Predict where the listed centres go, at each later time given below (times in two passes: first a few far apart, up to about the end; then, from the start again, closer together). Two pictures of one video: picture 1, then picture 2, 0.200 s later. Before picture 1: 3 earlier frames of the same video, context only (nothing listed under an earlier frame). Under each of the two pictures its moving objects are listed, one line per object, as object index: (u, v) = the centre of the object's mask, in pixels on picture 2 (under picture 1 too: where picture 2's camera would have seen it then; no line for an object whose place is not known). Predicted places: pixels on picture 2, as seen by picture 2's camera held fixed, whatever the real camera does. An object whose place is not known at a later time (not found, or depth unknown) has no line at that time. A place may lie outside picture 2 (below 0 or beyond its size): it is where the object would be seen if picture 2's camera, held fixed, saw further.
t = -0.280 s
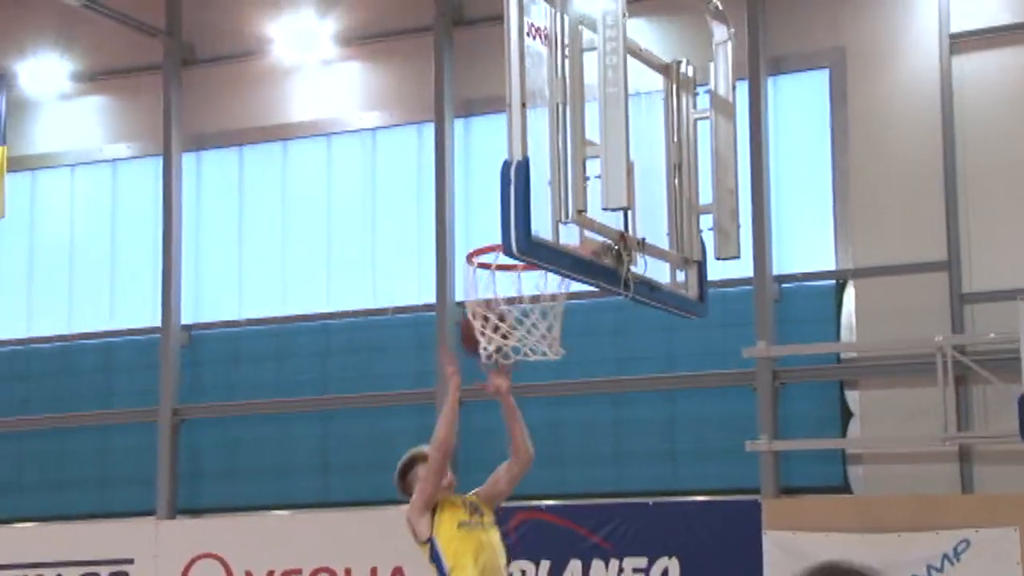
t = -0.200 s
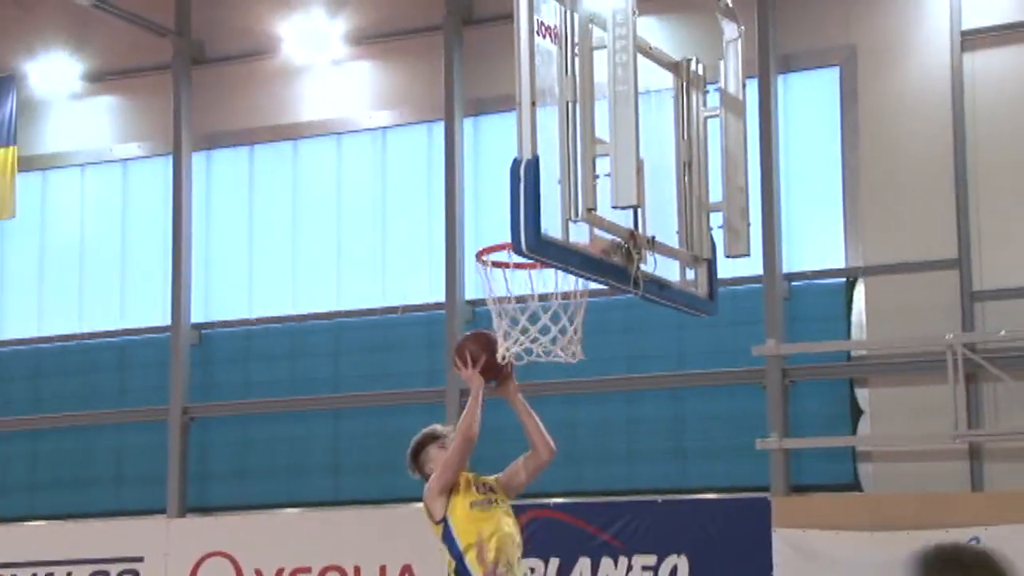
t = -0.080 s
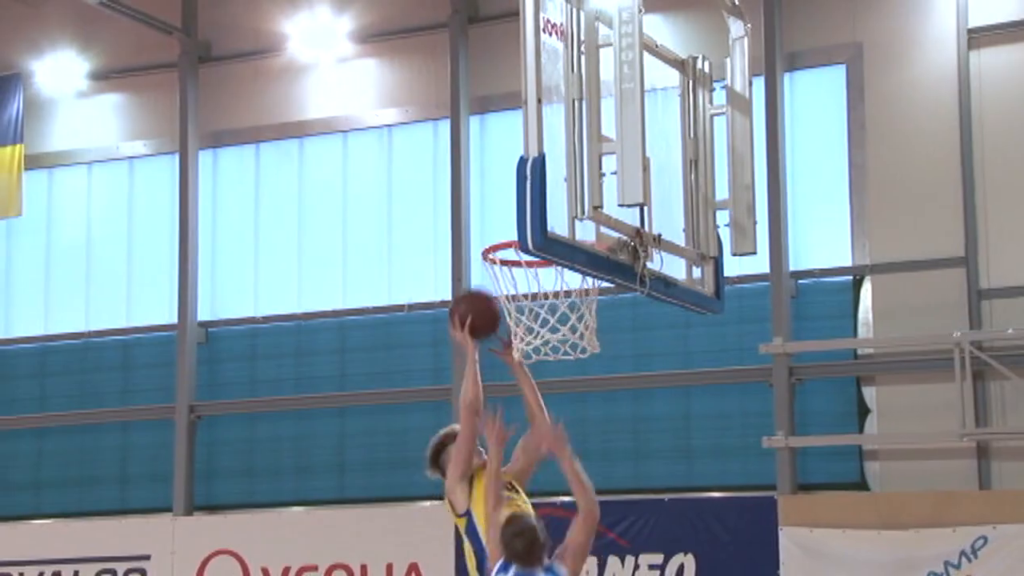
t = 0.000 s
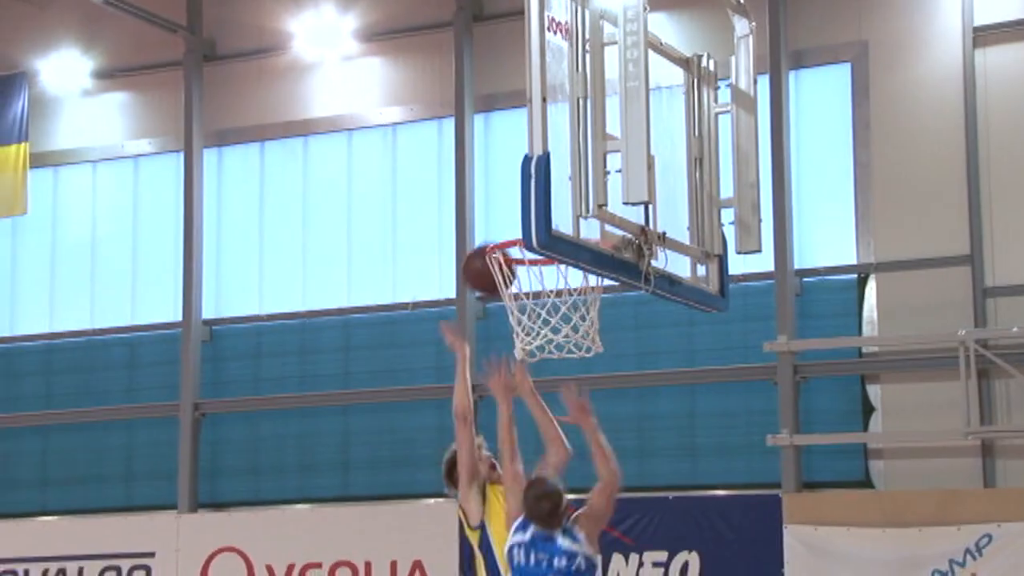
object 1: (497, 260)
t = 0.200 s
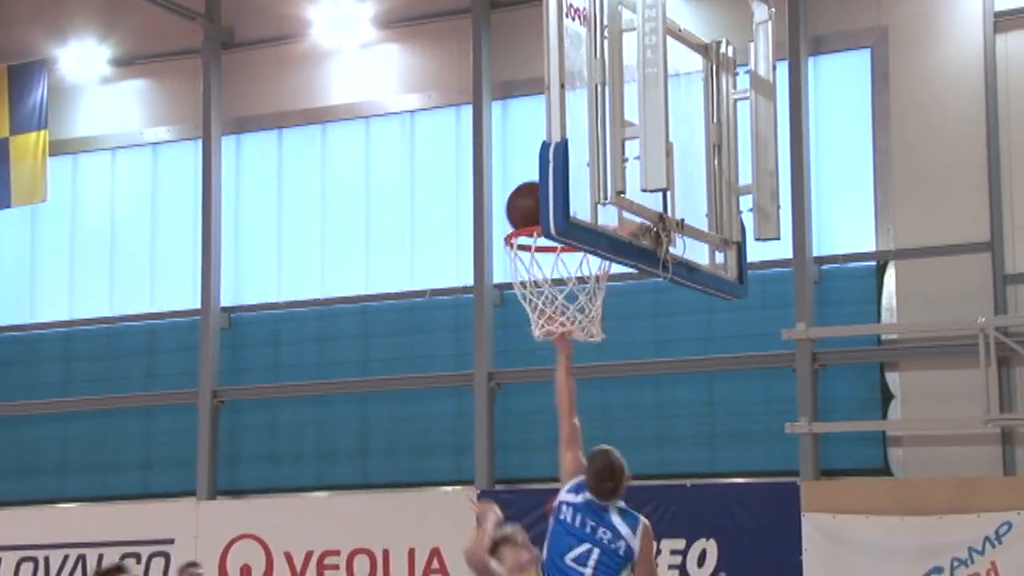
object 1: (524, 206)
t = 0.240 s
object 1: (527, 207)
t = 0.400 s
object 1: (560, 259)
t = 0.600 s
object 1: (578, 337)
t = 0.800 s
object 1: (580, 460)
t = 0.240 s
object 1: (527, 207)
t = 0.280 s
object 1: (529, 210)
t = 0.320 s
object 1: (540, 231)
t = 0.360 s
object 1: (551, 249)
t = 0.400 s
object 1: (560, 259)
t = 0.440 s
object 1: (569, 271)
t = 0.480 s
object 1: (575, 291)
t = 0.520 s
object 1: (576, 305)
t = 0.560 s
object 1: (577, 316)
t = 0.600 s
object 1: (578, 337)
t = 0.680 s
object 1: (578, 372)
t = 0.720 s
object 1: (579, 397)
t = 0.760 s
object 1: (580, 427)
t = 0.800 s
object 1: (580, 460)
